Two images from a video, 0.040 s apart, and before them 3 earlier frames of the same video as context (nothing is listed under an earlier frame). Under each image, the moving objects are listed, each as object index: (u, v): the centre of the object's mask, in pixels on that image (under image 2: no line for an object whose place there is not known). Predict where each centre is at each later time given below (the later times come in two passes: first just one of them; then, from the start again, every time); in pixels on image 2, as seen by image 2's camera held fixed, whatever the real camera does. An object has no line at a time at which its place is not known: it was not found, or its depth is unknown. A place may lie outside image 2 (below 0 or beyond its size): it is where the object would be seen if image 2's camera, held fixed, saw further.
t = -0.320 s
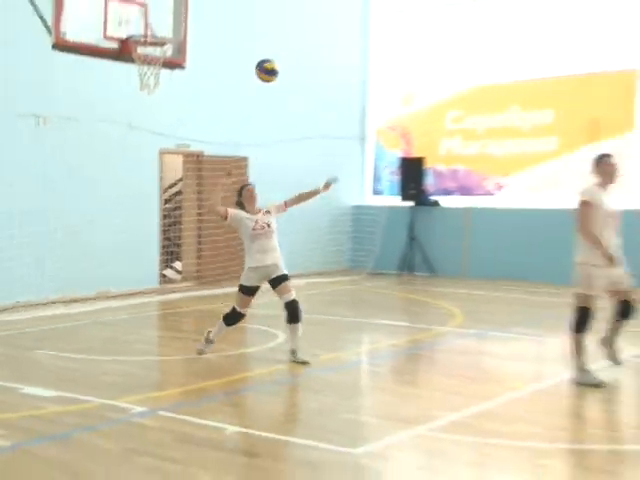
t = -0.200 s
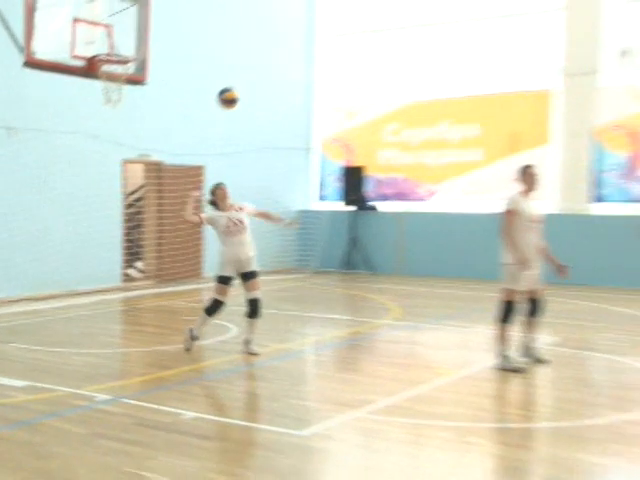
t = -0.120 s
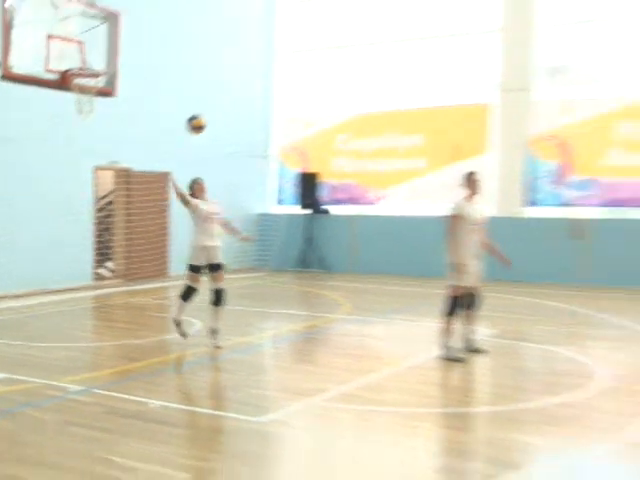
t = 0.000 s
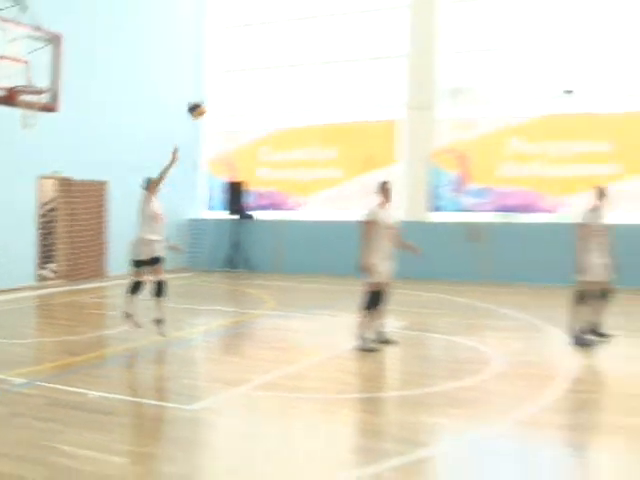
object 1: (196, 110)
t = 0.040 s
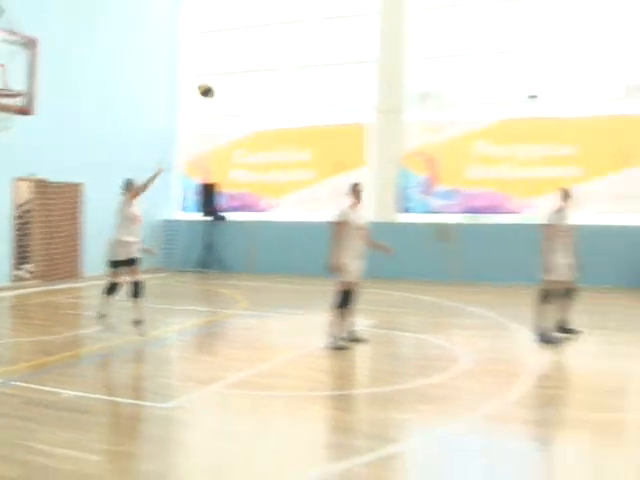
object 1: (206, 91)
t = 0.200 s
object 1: (373, 15)
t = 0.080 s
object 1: (245, 71)
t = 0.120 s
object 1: (287, 53)
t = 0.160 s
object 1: (329, 33)
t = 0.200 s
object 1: (373, 15)
